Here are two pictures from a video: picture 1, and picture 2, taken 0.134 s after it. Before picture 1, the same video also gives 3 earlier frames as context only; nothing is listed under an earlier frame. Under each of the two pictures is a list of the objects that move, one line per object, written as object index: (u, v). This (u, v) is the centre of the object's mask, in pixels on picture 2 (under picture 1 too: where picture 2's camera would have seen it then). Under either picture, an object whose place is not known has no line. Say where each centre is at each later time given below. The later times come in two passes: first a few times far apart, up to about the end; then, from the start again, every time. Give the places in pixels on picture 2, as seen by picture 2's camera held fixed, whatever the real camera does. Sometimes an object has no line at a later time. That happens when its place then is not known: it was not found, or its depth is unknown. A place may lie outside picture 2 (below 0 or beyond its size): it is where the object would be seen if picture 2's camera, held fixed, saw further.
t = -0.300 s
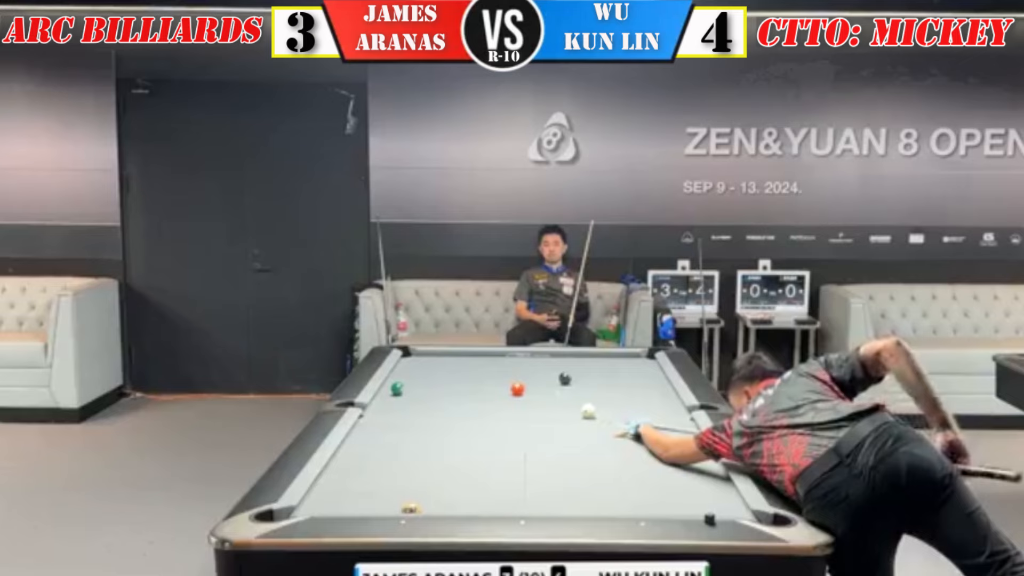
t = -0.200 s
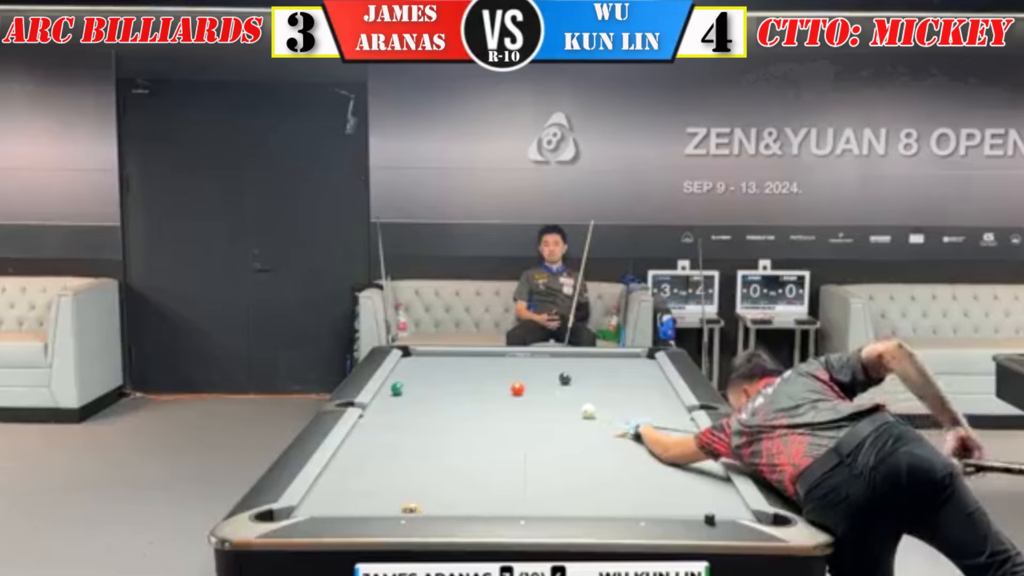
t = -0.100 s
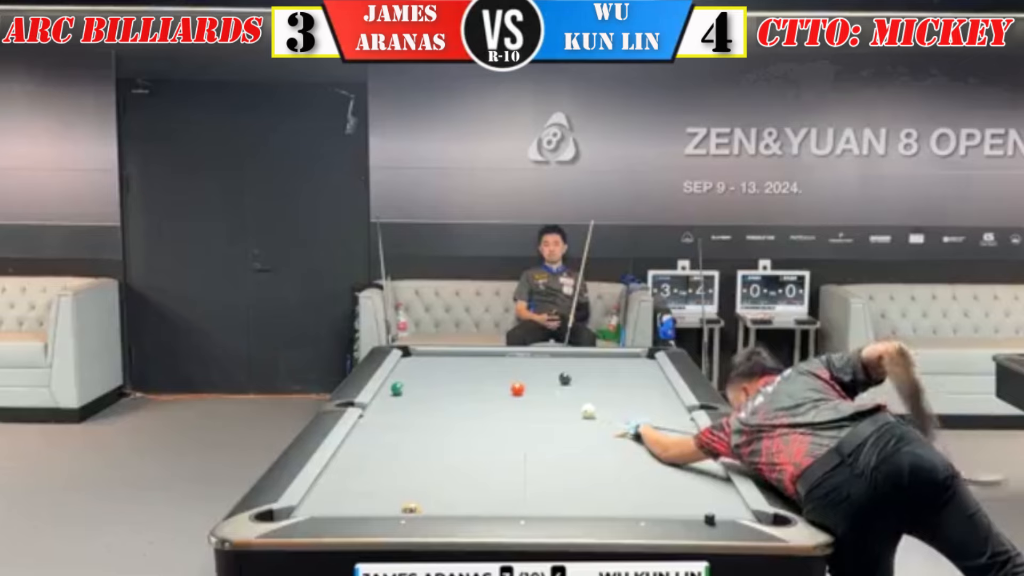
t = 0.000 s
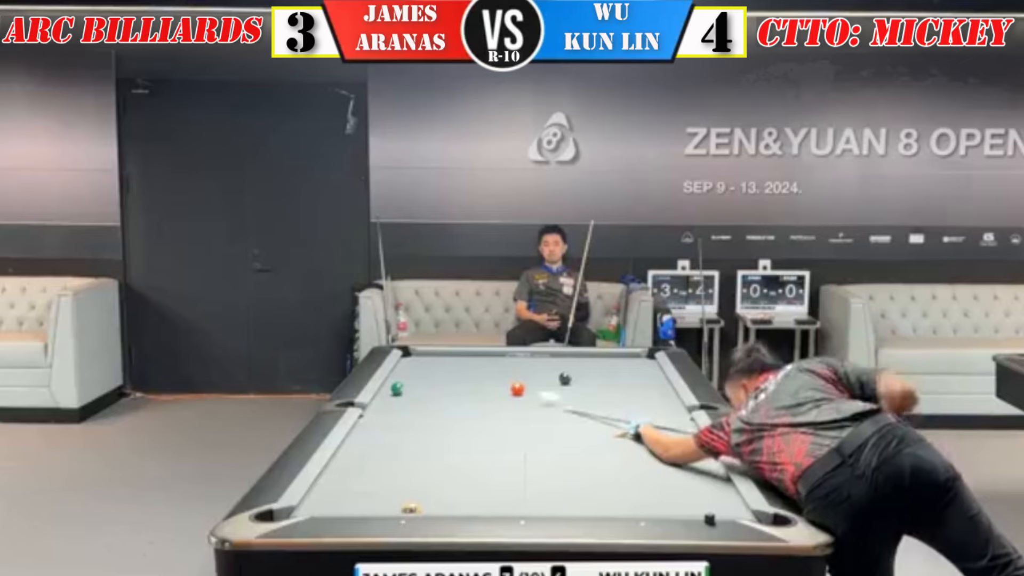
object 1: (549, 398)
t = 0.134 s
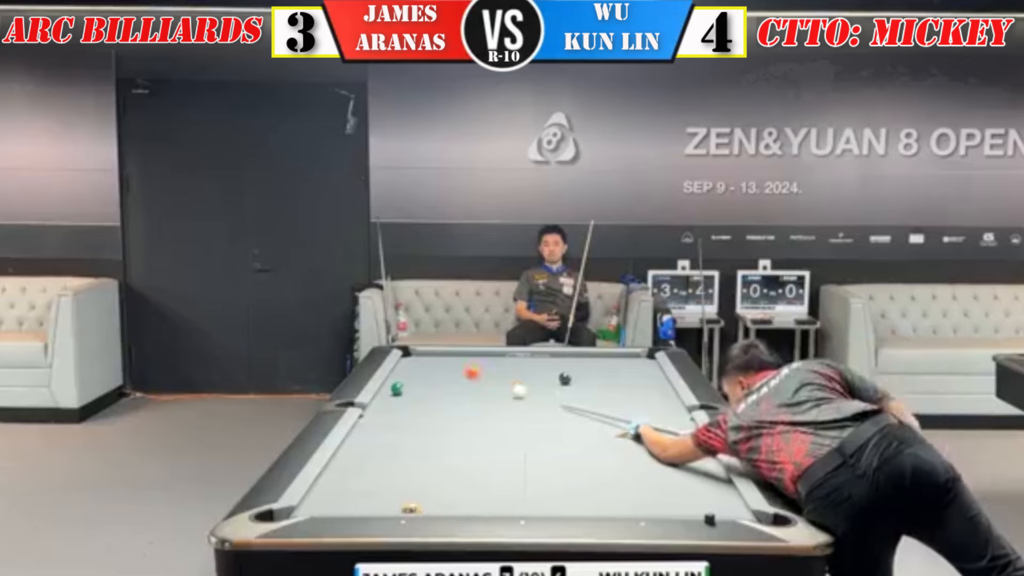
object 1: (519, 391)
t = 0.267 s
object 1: (518, 393)
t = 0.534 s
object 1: (532, 403)
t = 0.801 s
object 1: (563, 418)
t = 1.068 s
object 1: (596, 434)
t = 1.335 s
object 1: (633, 452)
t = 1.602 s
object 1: (674, 471)
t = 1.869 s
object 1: (721, 494)
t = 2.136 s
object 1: (727, 509)
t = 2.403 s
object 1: (690, 507)
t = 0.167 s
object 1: (519, 392)
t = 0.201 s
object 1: (518, 392)
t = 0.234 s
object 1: (518, 393)
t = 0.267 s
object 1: (518, 393)
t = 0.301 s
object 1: (518, 394)
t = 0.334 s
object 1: (519, 395)
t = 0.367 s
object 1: (520, 397)
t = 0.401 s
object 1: (522, 398)
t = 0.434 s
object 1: (524, 399)
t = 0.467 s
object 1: (526, 401)
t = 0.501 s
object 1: (529, 402)
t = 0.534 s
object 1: (532, 403)
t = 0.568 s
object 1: (535, 406)
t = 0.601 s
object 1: (539, 408)
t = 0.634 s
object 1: (543, 409)
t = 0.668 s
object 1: (547, 411)
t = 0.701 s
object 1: (550, 413)
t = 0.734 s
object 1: (554, 415)
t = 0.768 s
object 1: (559, 416)
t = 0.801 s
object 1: (563, 418)
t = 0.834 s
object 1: (566, 420)
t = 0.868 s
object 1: (571, 423)
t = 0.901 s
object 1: (575, 424)
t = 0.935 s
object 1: (579, 426)
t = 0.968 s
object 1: (583, 428)
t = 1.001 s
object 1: (588, 430)
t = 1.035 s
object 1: (592, 432)
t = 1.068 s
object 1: (596, 434)
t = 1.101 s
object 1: (601, 437)
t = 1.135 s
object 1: (605, 439)
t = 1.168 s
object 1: (610, 441)
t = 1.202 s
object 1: (615, 443)
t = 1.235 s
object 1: (619, 445)
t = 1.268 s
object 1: (624, 447)
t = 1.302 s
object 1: (629, 450)
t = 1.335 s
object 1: (633, 452)
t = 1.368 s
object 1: (639, 455)
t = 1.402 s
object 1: (643, 457)
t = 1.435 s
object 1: (648, 459)
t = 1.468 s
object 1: (654, 461)
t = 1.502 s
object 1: (659, 464)
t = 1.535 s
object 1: (664, 466)
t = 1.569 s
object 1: (669, 468)
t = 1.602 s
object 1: (674, 471)
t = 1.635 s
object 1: (679, 474)
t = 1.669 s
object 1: (685, 476)
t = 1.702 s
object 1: (691, 479)
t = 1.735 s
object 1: (697, 482)
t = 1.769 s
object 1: (702, 484)
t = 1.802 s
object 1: (709, 488)
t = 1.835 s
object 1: (714, 490)
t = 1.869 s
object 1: (721, 494)
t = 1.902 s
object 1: (726, 496)
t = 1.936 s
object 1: (732, 499)
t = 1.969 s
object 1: (732, 502)
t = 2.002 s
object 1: (732, 504)
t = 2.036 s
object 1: (730, 506)
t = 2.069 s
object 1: (729, 508)
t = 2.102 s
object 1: (727, 508)
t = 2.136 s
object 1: (727, 509)
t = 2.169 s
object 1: (726, 510)
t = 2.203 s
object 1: (723, 510)
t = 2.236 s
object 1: (716, 509)
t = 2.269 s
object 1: (713, 509)
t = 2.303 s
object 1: (706, 509)
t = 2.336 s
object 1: (701, 508)
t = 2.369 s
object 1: (696, 507)
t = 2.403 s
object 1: (690, 507)
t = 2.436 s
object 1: (684, 506)
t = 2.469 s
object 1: (680, 505)
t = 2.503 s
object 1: (677, 505)
